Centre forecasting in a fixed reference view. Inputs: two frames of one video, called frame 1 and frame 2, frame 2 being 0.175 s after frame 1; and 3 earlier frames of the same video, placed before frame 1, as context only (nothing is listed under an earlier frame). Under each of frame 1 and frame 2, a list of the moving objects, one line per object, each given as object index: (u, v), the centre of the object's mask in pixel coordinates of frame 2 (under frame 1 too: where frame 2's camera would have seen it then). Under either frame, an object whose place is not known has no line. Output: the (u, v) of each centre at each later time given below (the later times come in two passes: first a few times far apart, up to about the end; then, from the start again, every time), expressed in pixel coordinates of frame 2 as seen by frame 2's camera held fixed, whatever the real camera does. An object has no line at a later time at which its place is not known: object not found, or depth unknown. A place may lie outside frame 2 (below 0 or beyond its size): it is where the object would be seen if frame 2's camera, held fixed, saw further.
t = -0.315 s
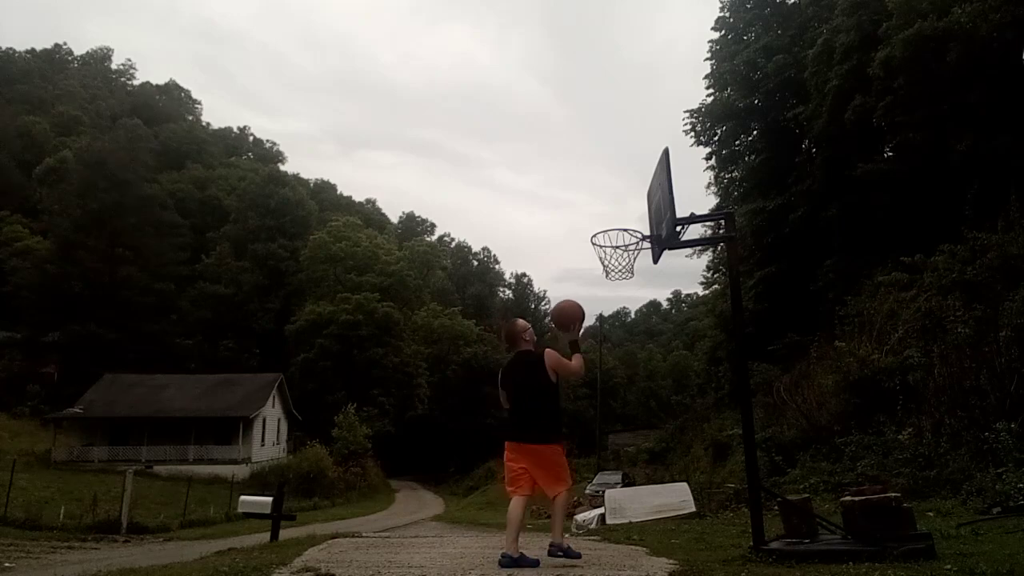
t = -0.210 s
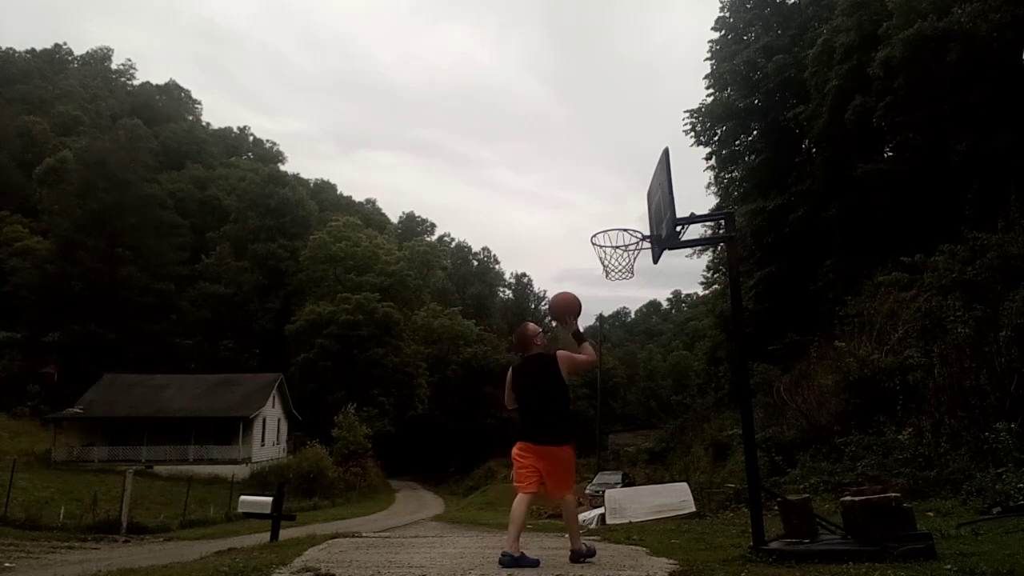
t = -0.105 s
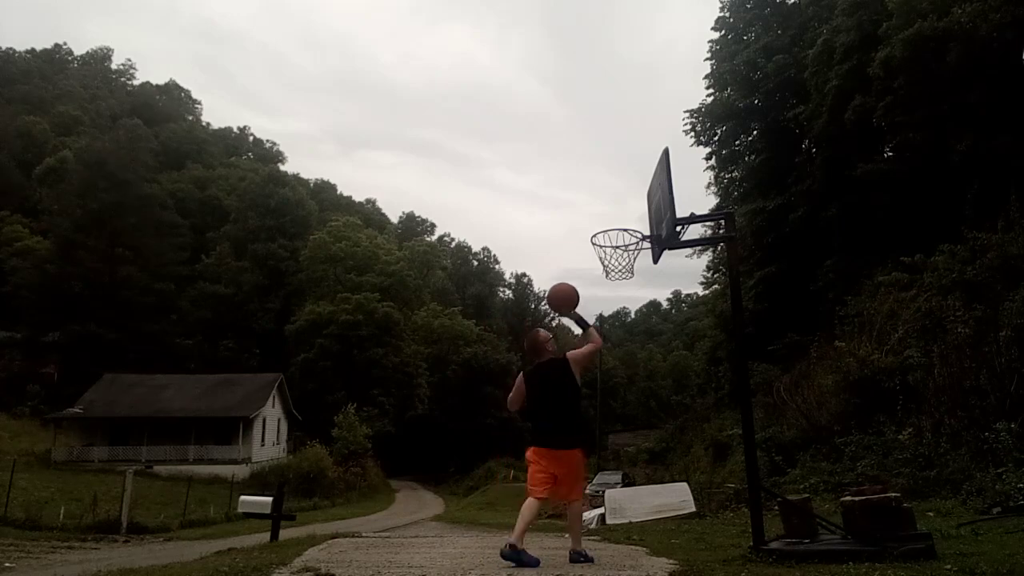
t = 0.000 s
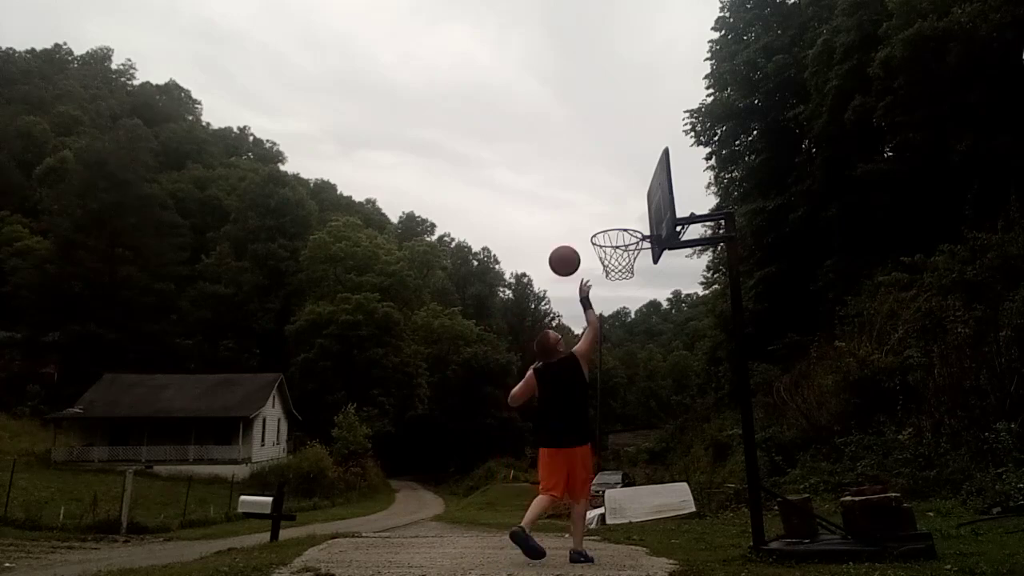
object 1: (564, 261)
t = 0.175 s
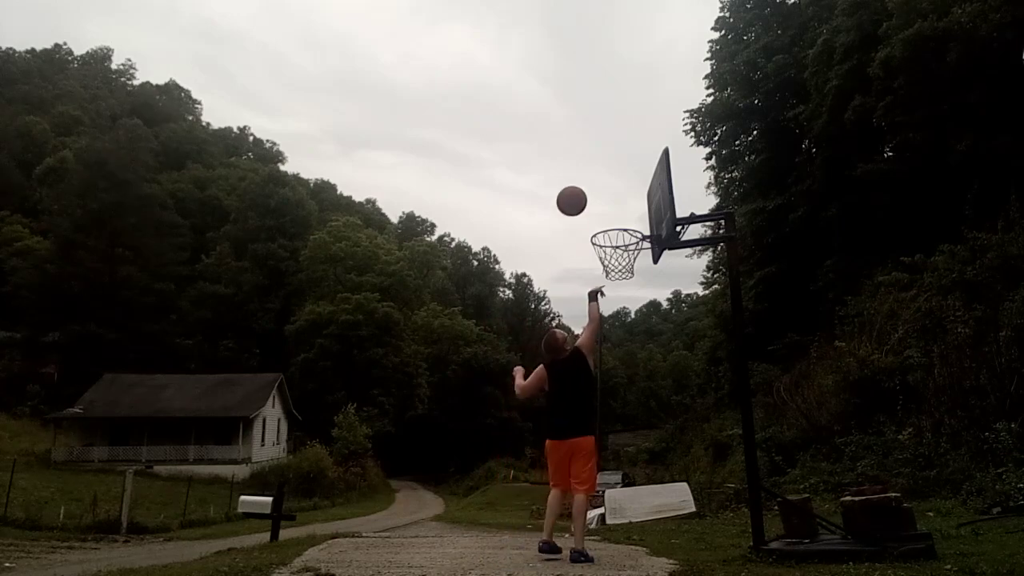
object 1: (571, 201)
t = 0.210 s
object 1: (573, 193)
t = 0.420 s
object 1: (581, 179)
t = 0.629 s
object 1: (589, 217)
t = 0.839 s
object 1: (543, 254)
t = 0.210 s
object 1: (573, 193)
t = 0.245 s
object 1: (574, 187)
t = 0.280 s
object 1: (576, 183)
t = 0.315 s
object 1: (577, 180)
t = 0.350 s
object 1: (579, 178)
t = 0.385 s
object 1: (580, 178)
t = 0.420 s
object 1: (581, 179)
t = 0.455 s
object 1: (582, 182)
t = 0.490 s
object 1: (584, 186)
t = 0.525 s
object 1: (585, 192)
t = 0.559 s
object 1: (586, 199)
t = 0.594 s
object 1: (588, 207)
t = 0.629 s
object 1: (589, 217)
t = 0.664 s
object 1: (586, 224)
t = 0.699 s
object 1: (578, 227)
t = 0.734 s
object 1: (570, 232)
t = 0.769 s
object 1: (561, 238)
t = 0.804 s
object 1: (552, 245)
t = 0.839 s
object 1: (543, 254)
